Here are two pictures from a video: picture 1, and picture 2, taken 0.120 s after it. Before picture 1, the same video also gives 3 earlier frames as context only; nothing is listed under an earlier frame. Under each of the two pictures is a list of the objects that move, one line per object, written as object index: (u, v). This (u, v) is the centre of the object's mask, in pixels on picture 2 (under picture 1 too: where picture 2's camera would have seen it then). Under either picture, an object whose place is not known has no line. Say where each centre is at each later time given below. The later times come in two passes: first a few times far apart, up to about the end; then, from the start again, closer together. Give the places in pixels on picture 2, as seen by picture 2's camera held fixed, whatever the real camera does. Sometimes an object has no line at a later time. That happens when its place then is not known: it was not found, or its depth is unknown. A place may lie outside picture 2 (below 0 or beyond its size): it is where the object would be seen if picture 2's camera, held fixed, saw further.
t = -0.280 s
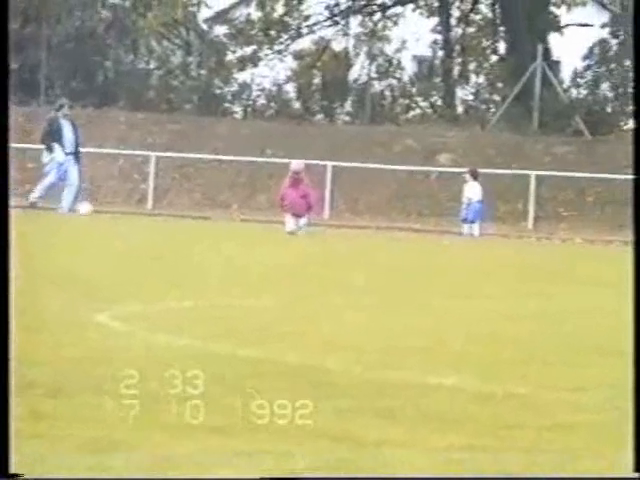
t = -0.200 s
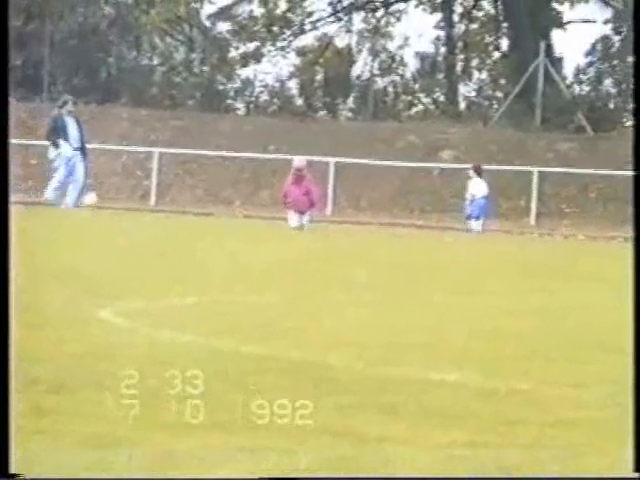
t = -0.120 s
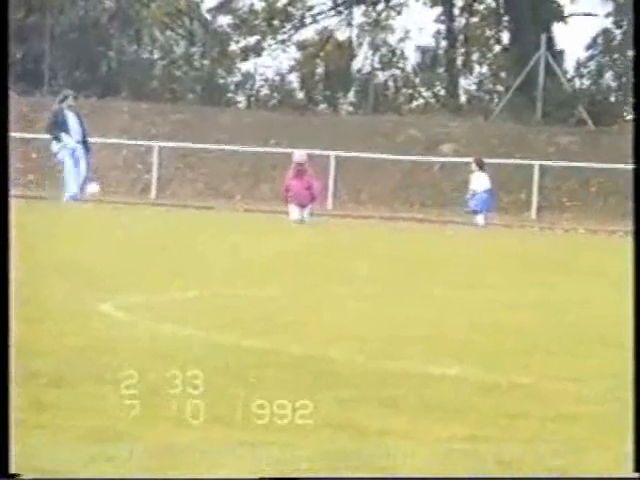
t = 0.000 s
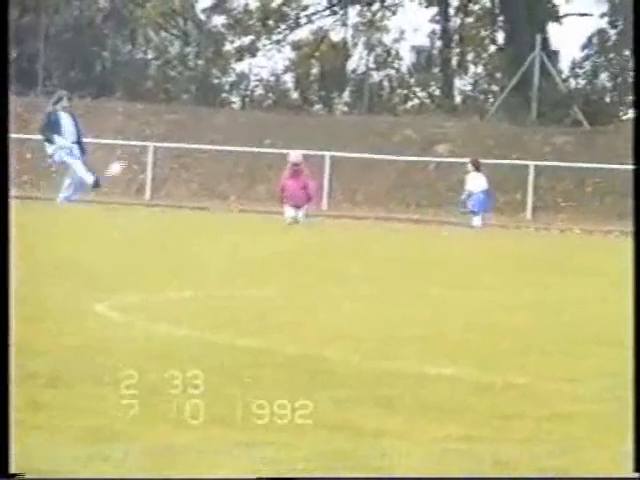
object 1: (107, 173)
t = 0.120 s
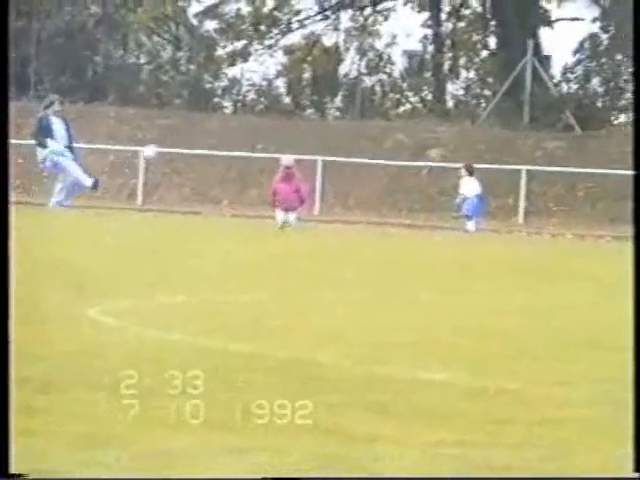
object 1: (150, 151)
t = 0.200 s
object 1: (175, 142)
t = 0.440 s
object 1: (253, 141)
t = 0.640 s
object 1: (316, 167)
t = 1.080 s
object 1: (419, 187)
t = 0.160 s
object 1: (162, 145)
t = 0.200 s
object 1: (175, 142)
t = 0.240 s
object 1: (188, 140)
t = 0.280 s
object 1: (202, 138)
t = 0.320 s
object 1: (214, 137)
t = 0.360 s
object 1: (227, 138)
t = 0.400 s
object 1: (238, 139)
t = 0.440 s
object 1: (253, 141)
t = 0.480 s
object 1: (266, 145)
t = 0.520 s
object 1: (278, 147)
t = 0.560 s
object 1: (291, 153)
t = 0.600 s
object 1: (304, 163)
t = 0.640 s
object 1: (316, 167)
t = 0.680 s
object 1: (329, 178)
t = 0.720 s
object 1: (340, 187)
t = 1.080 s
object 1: (419, 187)
